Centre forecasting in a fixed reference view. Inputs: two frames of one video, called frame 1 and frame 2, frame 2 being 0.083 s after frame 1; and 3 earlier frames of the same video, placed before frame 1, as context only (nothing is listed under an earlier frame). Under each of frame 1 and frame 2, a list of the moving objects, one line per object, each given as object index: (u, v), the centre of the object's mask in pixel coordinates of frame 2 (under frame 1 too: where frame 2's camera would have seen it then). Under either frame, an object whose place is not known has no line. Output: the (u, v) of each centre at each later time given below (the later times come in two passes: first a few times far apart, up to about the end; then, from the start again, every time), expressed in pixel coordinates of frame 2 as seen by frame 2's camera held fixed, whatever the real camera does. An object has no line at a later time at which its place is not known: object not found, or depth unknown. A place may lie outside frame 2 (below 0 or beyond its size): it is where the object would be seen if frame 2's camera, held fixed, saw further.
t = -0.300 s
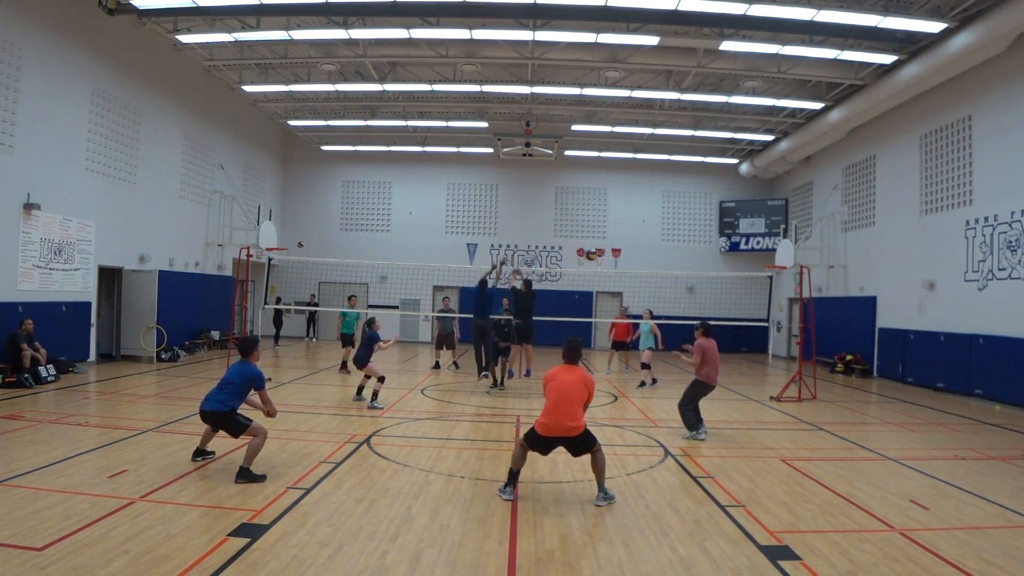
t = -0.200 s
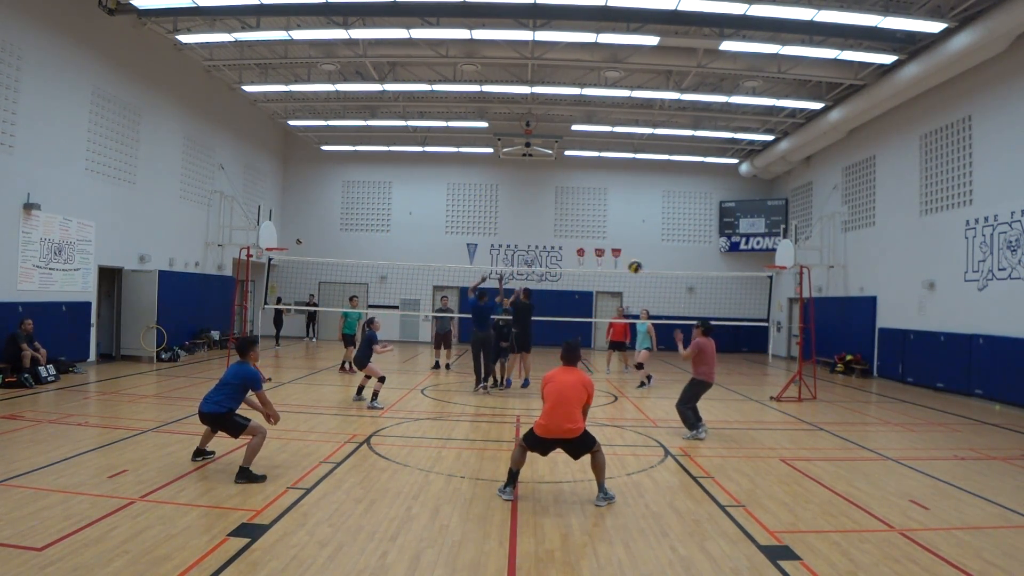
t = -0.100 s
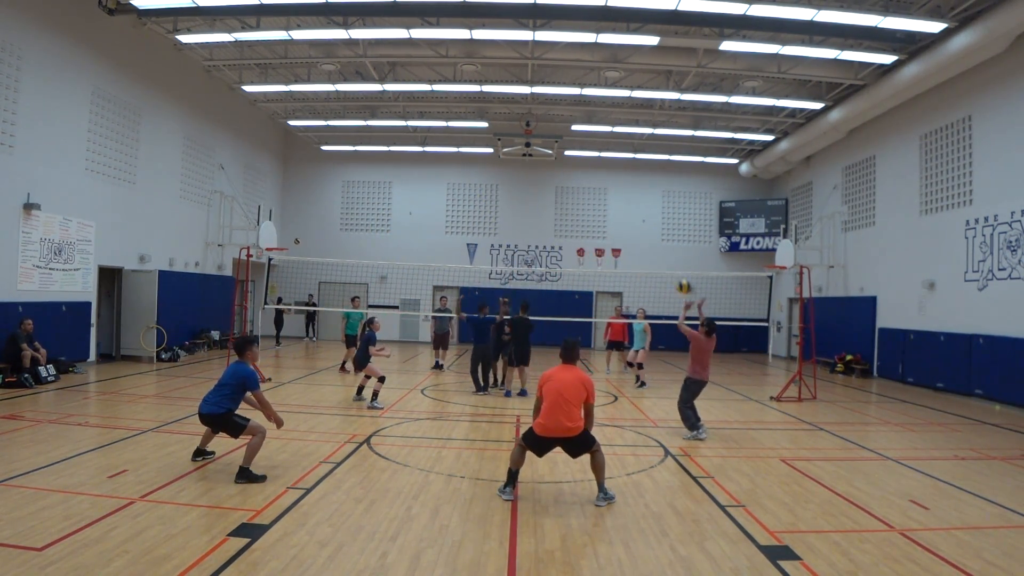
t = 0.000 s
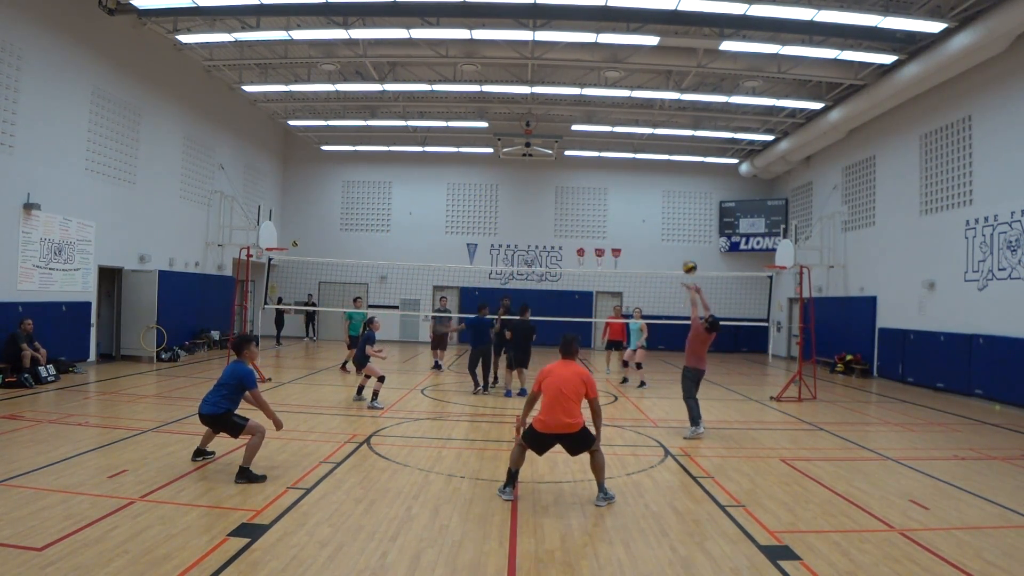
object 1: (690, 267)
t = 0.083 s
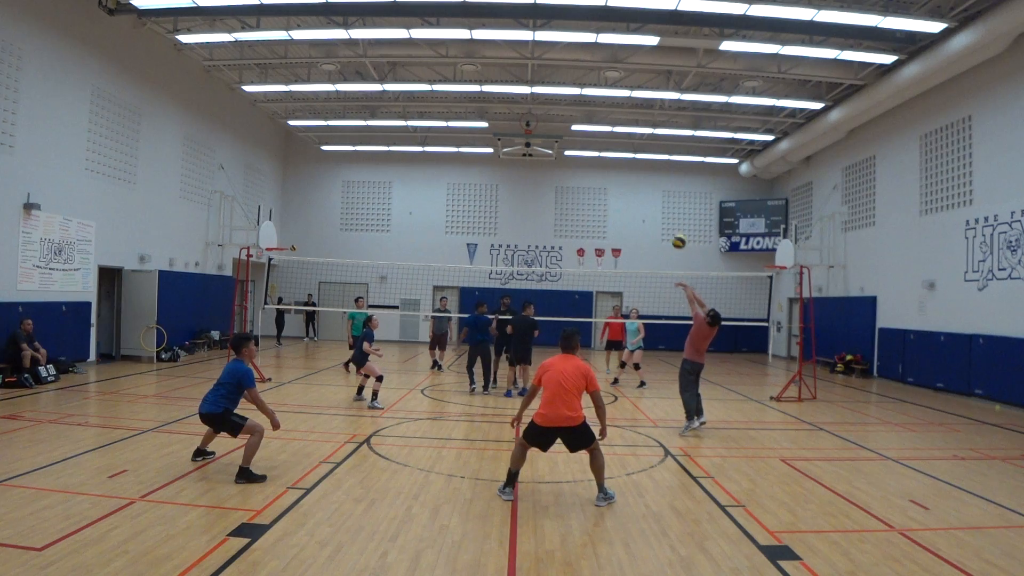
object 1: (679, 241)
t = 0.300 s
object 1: (651, 199)
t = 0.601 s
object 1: (612, 193)
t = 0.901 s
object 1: (571, 249)
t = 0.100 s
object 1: (677, 237)
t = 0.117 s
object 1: (675, 233)
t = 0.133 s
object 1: (673, 228)
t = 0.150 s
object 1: (670, 225)
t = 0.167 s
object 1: (668, 221)
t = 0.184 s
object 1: (666, 217)
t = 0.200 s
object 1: (664, 214)
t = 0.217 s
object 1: (662, 211)
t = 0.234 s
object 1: (660, 208)
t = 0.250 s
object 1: (658, 206)
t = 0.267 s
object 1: (656, 204)
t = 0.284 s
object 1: (653, 201)
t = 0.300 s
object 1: (651, 199)
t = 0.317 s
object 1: (649, 197)
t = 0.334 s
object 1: (647, 196)
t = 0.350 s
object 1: (644, 194)
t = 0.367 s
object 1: (642, 192)
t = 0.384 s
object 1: (640, 191)
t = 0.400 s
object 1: (638, 190)
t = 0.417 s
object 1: (636, 189)
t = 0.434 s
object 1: (634, 189)
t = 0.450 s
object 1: (632, 188)
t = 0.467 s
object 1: (629, 188)
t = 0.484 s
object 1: (627, 188)
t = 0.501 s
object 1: (625, 188)
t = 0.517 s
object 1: (623, 189)
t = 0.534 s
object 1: (621, 189)
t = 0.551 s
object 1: (618, 190)
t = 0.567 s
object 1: (616, 190)
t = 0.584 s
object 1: (614, 192)
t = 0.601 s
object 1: (612, 193)
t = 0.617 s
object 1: (609, 194)
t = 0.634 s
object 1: (608, 196)
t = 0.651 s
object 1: (605, 198)
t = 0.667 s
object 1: (603, 199)
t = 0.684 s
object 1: (601, 202)
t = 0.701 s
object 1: (599, 204)
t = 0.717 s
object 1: (597, 207)
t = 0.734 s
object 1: (594, 210)
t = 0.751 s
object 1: (592, 213)
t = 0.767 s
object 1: (590, 216)
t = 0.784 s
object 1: (588, 220)
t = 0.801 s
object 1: (586, 223)
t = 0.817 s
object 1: (583, 227)
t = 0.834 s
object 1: (581, 231)
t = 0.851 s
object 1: (578, 236)
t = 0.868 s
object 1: (576, 240)
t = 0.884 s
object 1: (574, 244)
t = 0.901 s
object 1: (571, 249)
